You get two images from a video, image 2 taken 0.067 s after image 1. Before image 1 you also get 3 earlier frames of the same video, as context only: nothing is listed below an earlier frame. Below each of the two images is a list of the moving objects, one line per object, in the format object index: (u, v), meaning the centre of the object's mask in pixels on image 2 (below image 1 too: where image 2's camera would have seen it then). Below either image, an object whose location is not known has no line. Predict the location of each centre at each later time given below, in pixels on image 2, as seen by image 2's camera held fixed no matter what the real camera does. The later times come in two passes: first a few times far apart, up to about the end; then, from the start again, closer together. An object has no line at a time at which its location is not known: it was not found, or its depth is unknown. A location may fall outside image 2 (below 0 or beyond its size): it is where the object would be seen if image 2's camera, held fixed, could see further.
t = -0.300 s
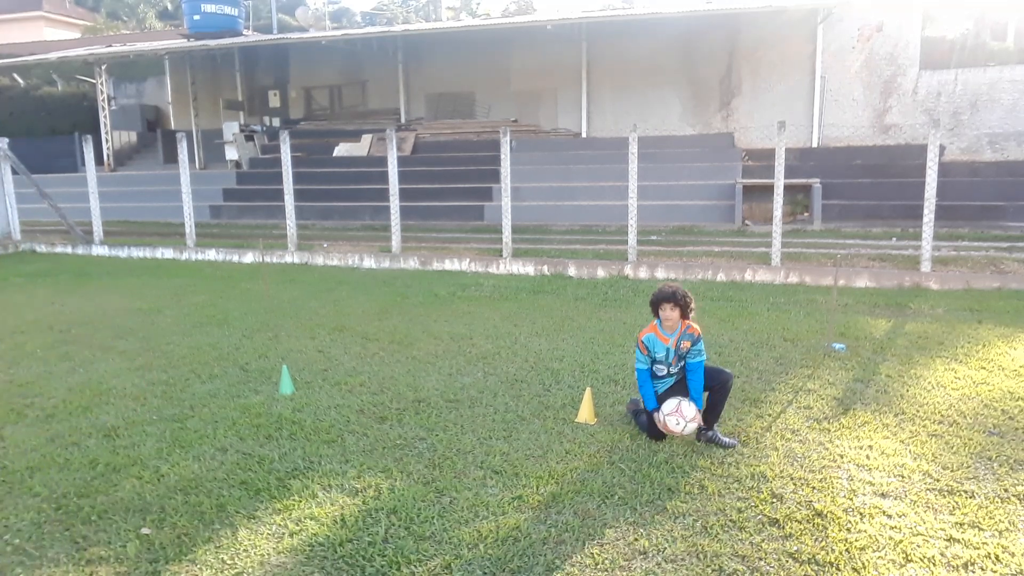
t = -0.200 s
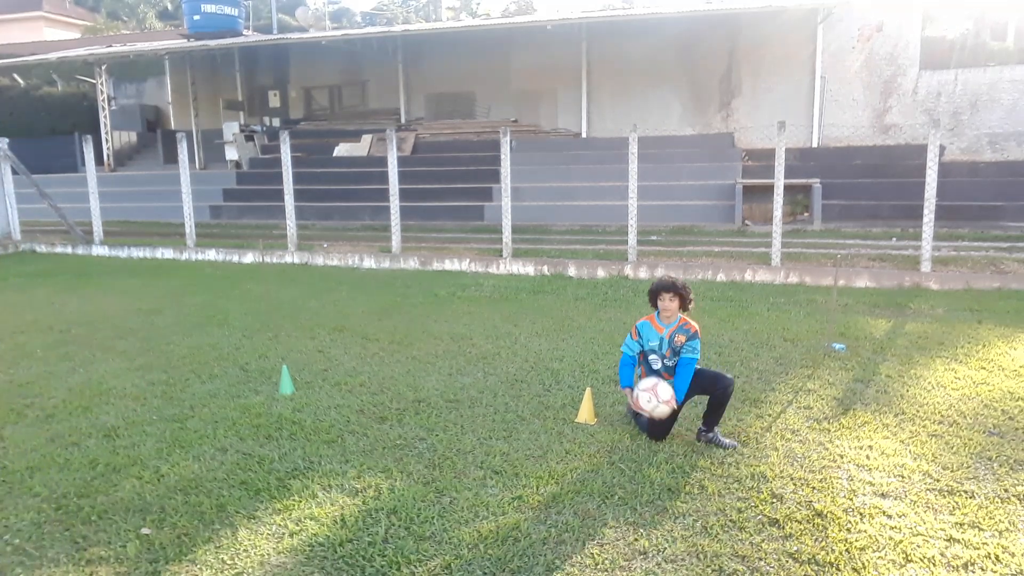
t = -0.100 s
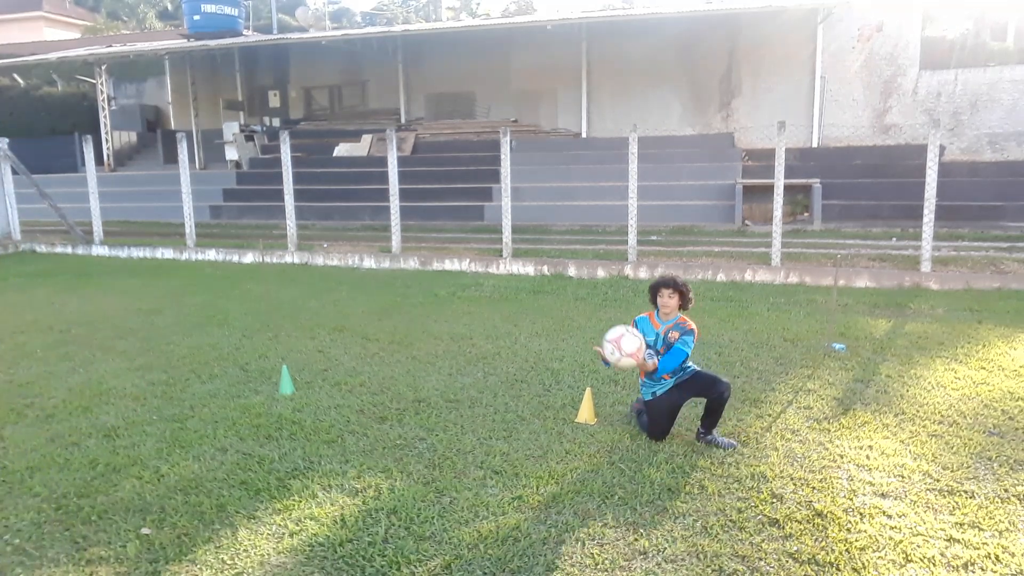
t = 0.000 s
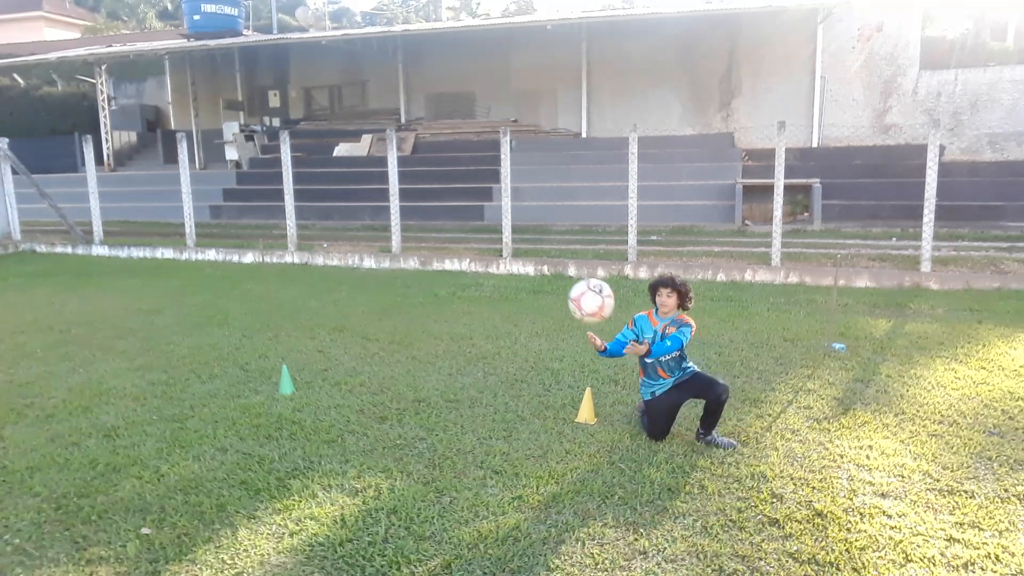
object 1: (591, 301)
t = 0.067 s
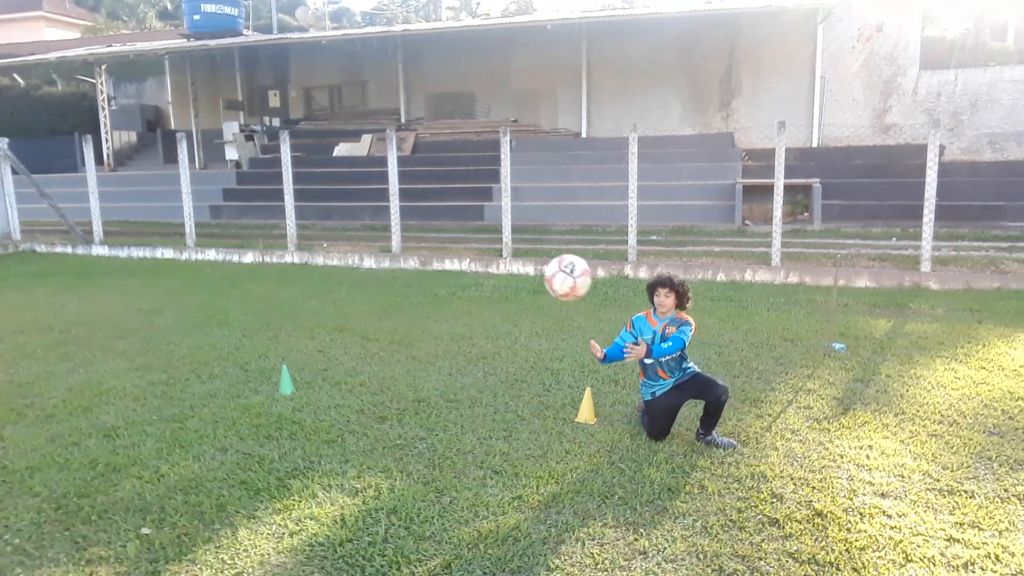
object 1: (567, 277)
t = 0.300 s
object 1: (473, 258)
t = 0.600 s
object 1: (328, 423)
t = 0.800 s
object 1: (234, 557)
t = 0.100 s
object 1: (556, 268)
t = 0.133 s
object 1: (543, 261)
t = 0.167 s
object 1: (529, 256)
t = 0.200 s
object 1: (516, 254)
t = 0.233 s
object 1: (502, 252)
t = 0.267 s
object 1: (487, 255)
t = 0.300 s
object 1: (473, 258)
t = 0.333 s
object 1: (459, 265)
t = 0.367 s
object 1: (443, 274)
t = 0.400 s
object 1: (428, 286)
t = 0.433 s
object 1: (411, 301)
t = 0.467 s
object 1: (395, 320)
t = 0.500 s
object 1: (379, 340)
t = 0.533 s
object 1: (362, 365)
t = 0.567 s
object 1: (345, 393)
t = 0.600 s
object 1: (328, 423)
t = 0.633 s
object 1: (311, 458)
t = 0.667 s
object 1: (294, 495)
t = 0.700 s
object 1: (277, 537)
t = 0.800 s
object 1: (234, 557)
